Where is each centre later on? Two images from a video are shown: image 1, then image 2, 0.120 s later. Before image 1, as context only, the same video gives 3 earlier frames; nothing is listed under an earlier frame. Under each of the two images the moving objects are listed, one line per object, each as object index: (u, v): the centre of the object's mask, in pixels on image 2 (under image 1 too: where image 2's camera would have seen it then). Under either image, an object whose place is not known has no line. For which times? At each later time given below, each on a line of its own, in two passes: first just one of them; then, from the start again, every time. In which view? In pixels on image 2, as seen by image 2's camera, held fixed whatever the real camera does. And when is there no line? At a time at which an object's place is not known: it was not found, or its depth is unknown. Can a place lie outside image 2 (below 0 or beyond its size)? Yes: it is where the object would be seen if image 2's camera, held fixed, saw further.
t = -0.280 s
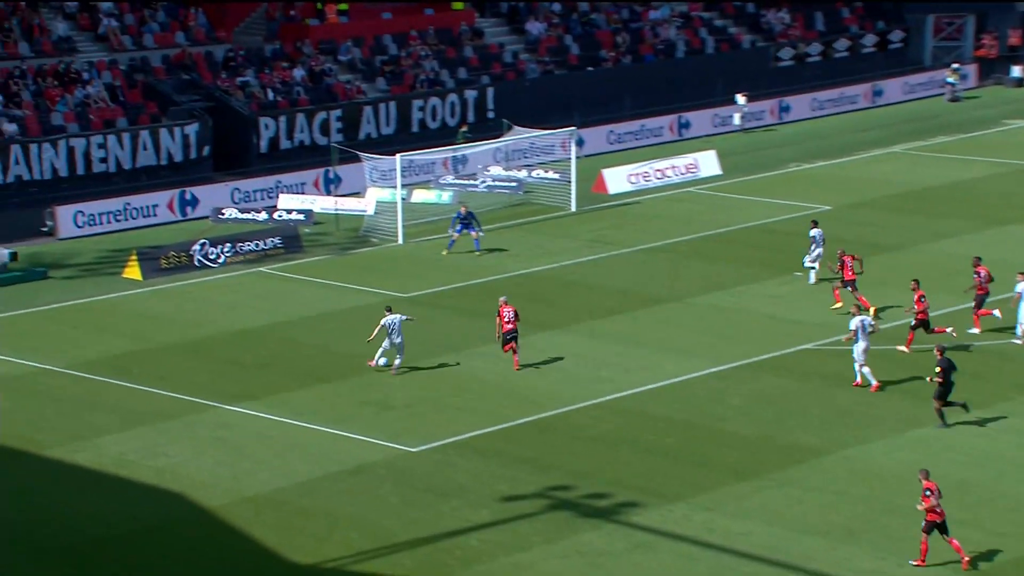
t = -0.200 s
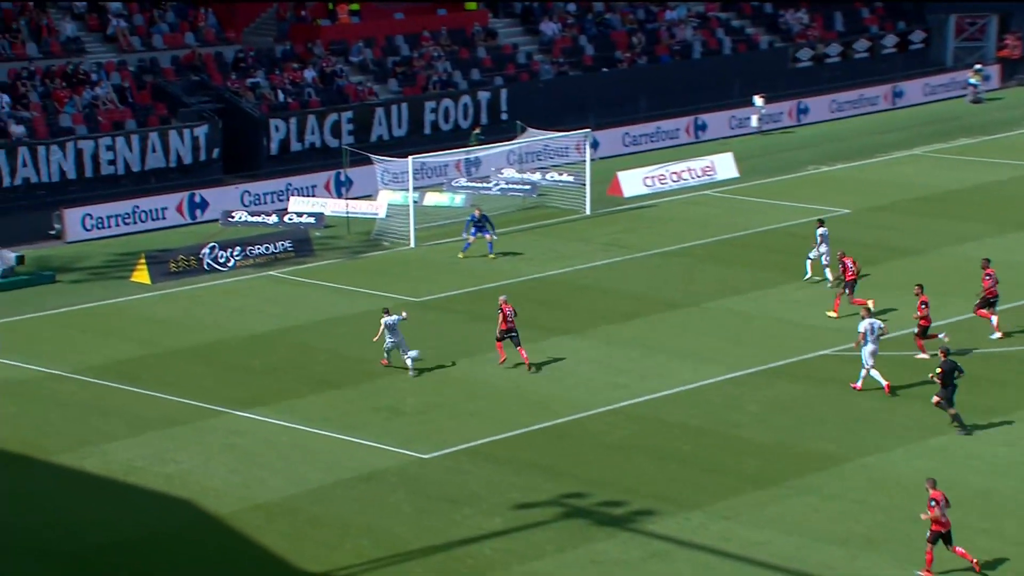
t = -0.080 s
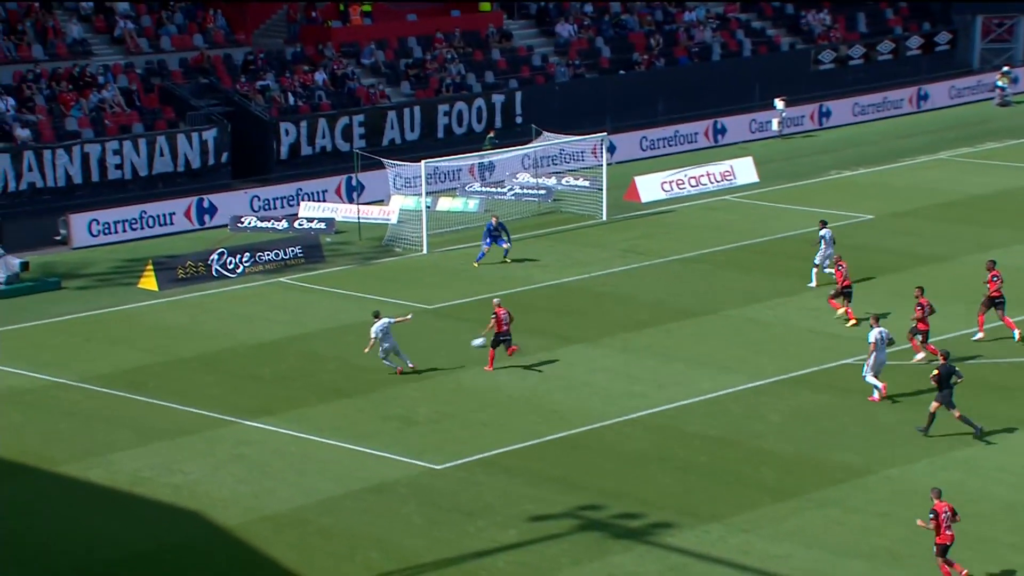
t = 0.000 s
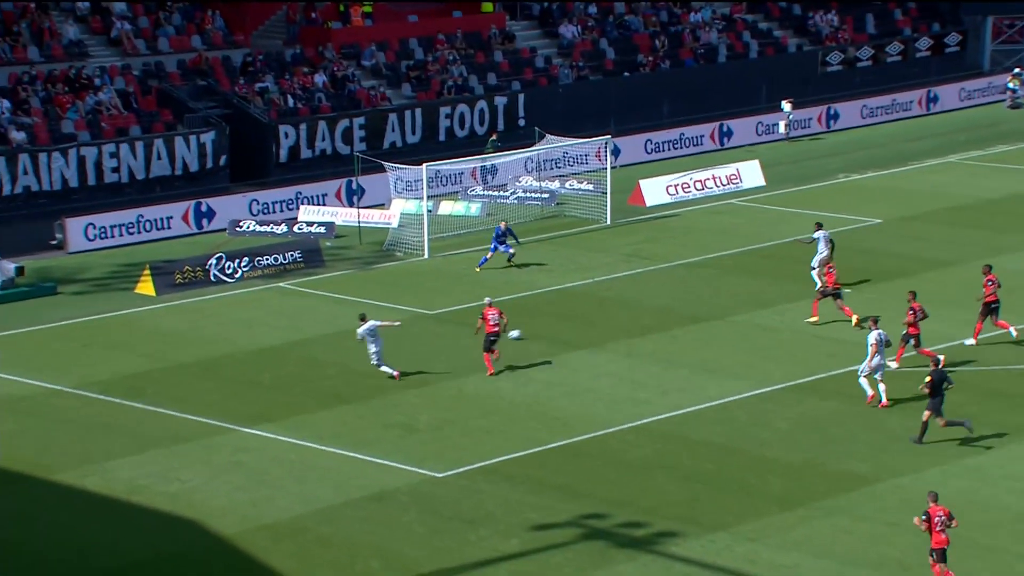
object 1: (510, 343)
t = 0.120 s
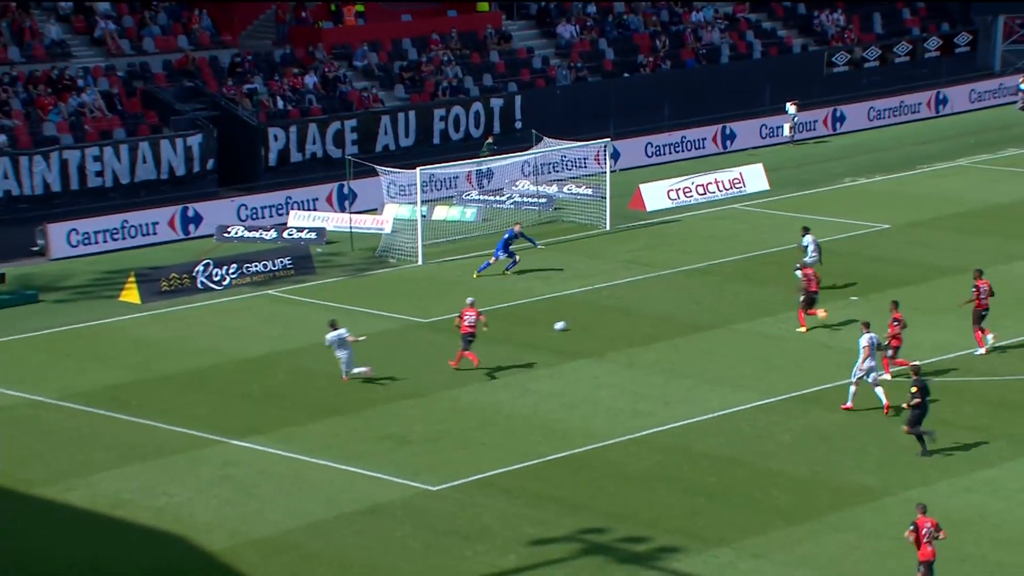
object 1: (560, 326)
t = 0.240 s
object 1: (606, 311)
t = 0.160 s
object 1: (576, 321)
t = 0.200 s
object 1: (591, 315)
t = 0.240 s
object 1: (606, 311)
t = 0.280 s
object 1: (621, 306)
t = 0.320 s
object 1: (635, 301)
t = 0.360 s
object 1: (649, 297)
